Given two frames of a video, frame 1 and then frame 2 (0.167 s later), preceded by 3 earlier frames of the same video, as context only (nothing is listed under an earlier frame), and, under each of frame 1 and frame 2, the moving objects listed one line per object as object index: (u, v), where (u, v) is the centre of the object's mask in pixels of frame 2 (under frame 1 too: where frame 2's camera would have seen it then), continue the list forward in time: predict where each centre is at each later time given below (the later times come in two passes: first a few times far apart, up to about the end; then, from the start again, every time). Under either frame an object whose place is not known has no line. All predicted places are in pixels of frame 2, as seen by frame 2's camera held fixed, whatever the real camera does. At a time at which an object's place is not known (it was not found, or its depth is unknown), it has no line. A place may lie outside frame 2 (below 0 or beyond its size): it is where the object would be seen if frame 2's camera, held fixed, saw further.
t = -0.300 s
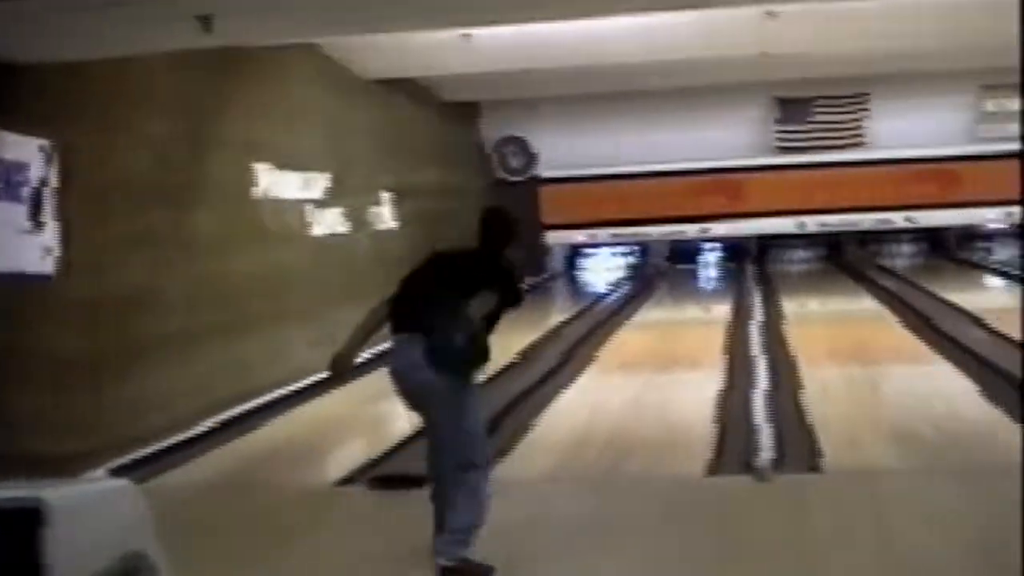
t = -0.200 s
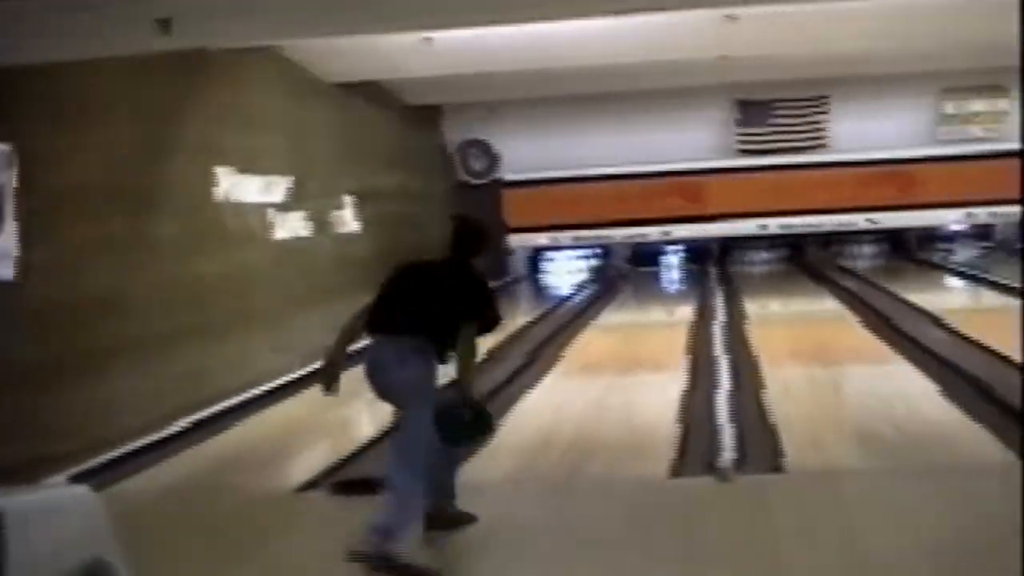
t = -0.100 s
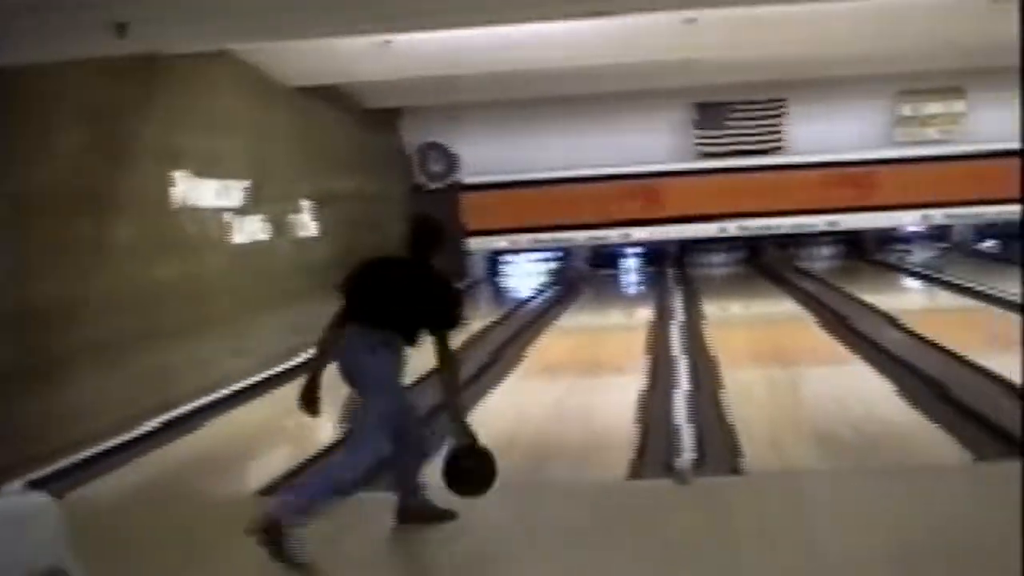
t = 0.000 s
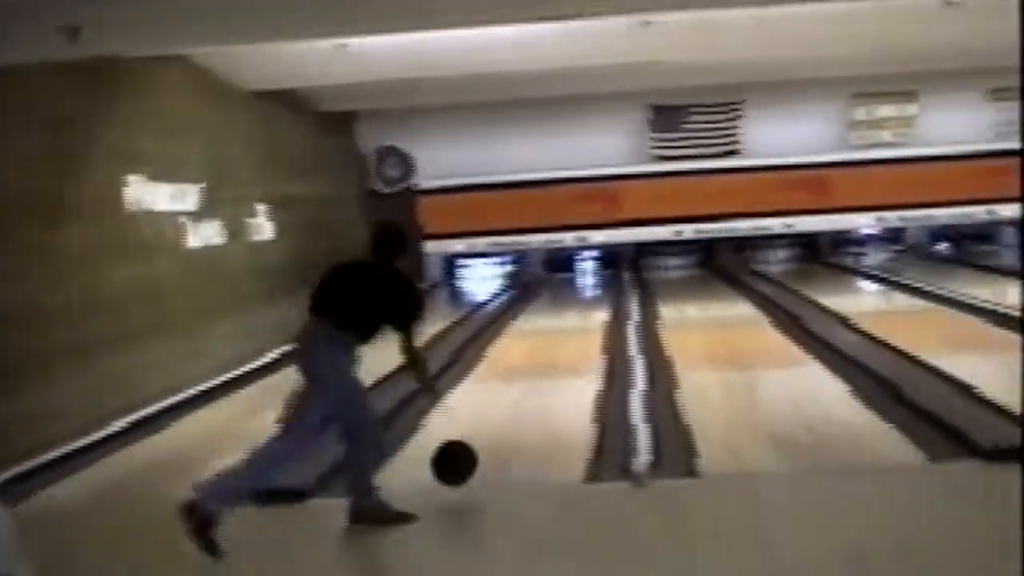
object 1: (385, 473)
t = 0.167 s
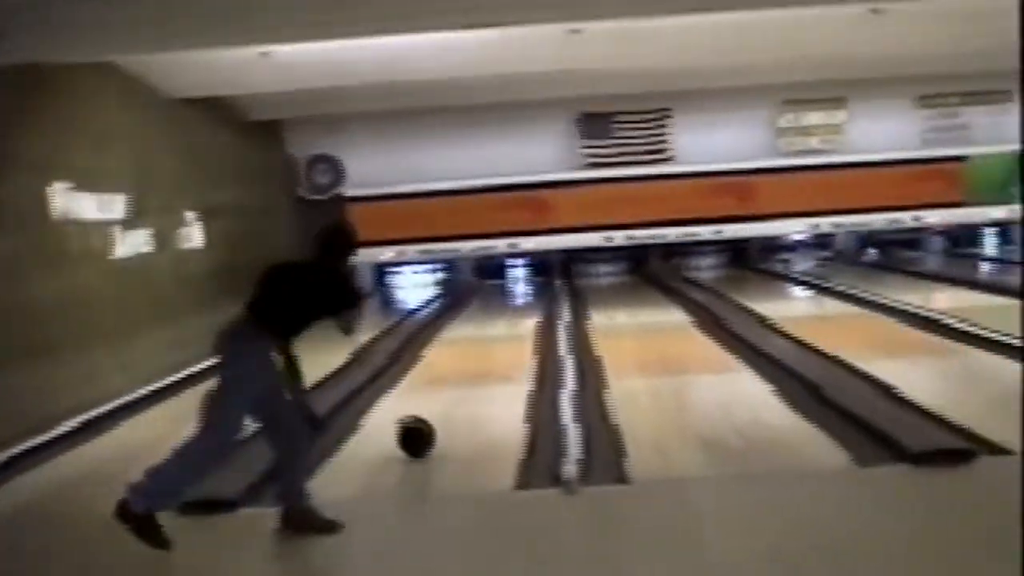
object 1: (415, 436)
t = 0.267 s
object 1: (427, 414)
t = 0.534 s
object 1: (452, 370)
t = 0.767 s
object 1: (466, 347)
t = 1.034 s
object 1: (477, 327)
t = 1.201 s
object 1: (481, 319)
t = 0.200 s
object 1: (419, 429)
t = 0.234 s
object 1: (423, 421)
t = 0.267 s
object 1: (427, 414)
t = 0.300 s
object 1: (431, 407)
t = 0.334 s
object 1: (434, 401)
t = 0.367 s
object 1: (436, 395)
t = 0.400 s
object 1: (439, 389)
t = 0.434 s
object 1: (442, 384)
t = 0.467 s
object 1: (446, 379)
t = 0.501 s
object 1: (449, 375)
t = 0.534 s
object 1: (452, 370)
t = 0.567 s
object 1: (454, 366)
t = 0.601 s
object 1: (456, 362)
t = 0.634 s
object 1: (458, 359)
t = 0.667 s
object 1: (460, 356)
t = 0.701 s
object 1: (462, 352)
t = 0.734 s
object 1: (464, 350)
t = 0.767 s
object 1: (466, 347)
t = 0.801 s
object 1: (468, 344)
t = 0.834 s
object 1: (469, 341)
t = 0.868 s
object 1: (471, 338)
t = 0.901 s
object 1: (472, 335)
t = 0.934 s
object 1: (473, 333)
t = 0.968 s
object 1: (474, 331)
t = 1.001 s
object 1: (476, 329)
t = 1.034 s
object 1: (477, 327)
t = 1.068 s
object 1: (478, 325)
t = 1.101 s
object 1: (479, 323)
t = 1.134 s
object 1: (481, 322)
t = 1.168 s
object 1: (481, 320)
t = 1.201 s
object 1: (481, 319)
